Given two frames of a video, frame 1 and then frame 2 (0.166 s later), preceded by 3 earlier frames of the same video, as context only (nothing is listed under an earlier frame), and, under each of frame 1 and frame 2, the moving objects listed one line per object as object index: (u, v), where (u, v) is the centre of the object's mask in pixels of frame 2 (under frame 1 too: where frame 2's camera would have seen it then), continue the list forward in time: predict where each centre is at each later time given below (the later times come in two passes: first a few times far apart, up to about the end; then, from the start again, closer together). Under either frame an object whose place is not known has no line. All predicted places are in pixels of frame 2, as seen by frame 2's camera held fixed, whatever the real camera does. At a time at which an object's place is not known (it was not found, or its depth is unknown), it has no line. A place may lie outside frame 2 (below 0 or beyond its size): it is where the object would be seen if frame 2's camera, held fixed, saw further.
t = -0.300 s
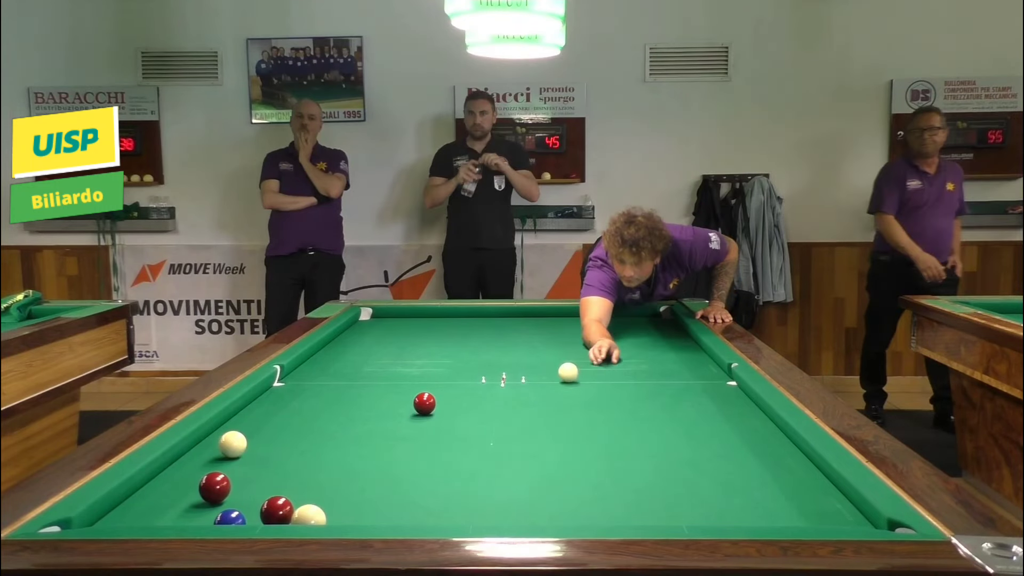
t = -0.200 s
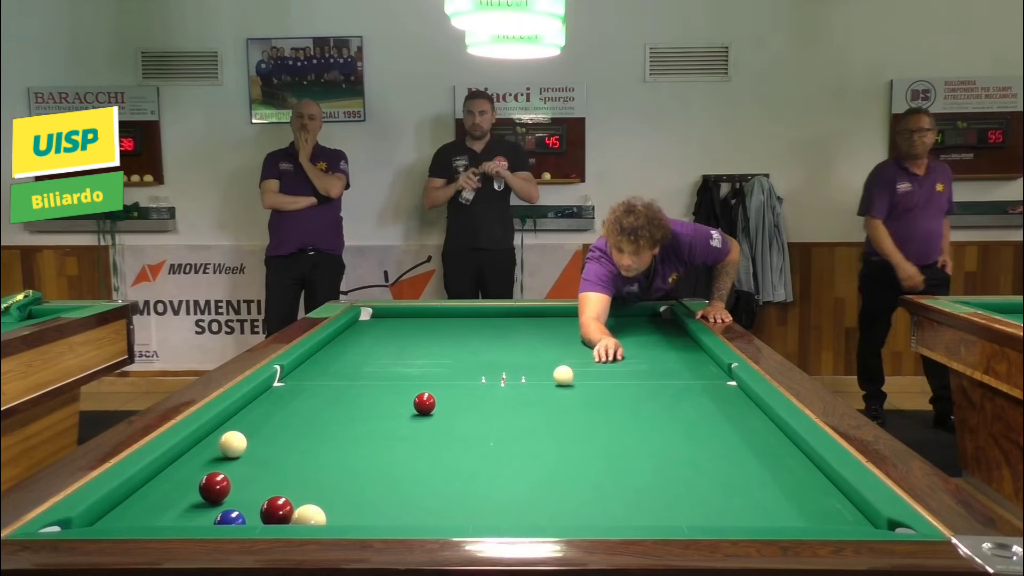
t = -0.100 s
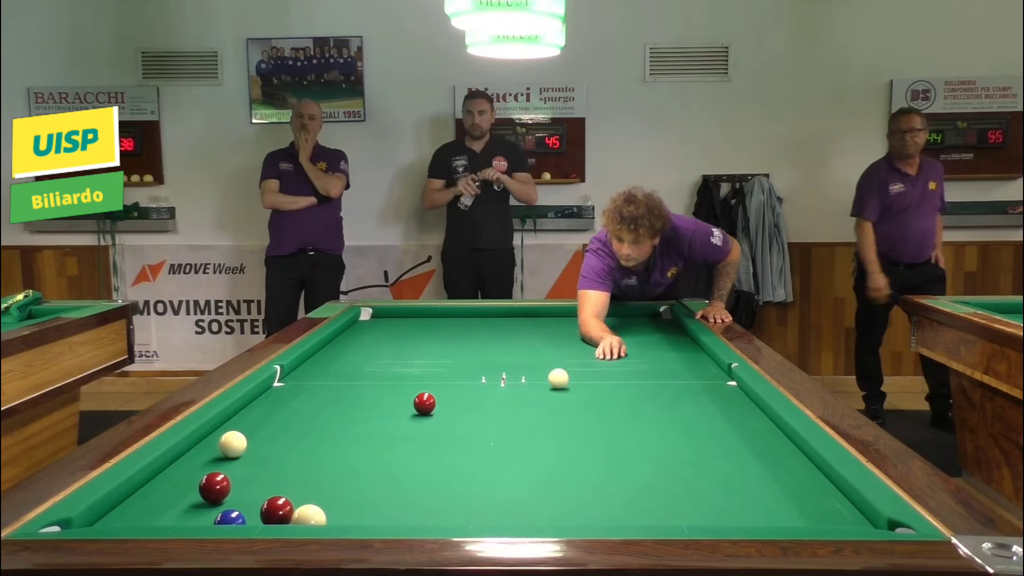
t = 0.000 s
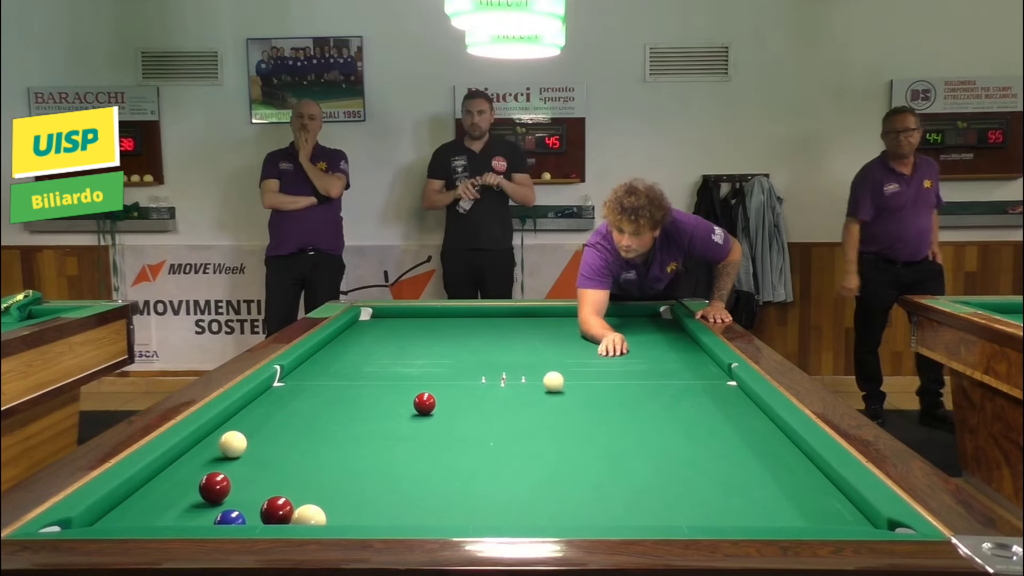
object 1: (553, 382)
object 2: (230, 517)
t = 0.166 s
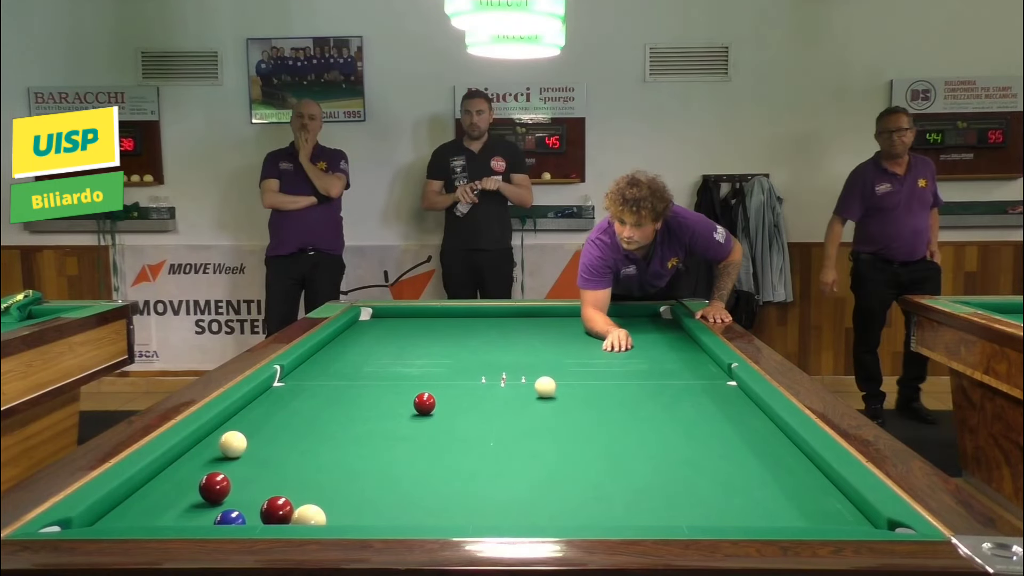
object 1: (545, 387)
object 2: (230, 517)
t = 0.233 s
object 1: (542, 389)
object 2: (230, 517)
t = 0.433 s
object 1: (531, 396)
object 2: (230, 517)
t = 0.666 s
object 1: (519, 404)
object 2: (230, 517)
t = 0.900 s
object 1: (503, 414)
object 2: (230, 517)
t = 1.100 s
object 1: (490, 422)
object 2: (230, 517)
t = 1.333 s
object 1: (476, 431)
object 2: (230, 517)
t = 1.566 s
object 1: (460, 441)
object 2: (230, 517)
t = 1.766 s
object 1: (444, 451)
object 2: (230, 517)
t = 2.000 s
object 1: (426, 462)
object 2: (230, 517)
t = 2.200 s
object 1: (410, 472)
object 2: (230, 517)
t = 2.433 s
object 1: (391, 483)
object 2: (230, 517)
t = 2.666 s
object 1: (370, 496)
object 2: (230, 517)
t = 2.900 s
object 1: (349, 508)
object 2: (230, 517)
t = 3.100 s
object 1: (341, 514)
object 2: (230, 517)
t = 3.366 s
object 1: (342, 518)
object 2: (230, 517)
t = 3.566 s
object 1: (343, 520)
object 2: (230, 517)
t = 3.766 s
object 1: (347, 520)
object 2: (227, 517)
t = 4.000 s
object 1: (352, 519)
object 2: (222, 517)
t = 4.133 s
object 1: (355, 518)
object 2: (219, 516)
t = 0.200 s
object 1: (543, 389)
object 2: (230, 518)
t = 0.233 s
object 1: (542, 389)
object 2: (230, 517)
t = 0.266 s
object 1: (540, 391)
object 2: (230, 517)
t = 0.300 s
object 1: (538, 392)
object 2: (230, 517)
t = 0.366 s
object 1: (534, 394)
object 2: (230, 517)
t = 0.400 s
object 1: (532, 396)
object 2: (230, 517)
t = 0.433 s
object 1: (531, 396)
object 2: (230, 517)
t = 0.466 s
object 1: (529, 398)
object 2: (230, 517)
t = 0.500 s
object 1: (527, 399)
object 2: (230, 517)
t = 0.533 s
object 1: (526, 400)
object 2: (230, 517)
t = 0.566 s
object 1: (523, 401)
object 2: (230, 517)
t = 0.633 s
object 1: (521, 403)
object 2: (230, 517)
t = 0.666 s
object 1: (519, 404)
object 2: (230, 517)
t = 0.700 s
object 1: (515, 406)
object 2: (230, 517)
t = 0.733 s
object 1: (514, 407)
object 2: (230, 517)
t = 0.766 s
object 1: (512, 409)
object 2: (230, 517)
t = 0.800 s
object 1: (509, 410)
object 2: (230, 517)
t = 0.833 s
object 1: (508, 411)
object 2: (230, 517)
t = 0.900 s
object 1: (503, 414)
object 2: (230, 517)
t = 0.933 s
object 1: (502, 415)
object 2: (230, 517)
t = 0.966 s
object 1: (499, 416)
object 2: (230, 517)
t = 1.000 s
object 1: (497, 418)
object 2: (230, 517)
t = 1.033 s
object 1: (495, 419)
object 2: (230, 517)
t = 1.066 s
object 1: (493, 420)
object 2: (230, 517)
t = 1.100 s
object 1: (490, 422)
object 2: (230, 517)
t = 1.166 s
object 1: (486, 425)
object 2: (230, 517)
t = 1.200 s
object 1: (484, 426)
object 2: (230, 517)
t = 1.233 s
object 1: (482, 427)
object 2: (230, 517)
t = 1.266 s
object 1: (480, 429)
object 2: (230, 517)
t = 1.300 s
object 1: (478, 430)
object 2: (230, 517)
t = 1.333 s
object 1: (476, 431)
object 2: (230, 517)
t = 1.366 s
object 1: (473, 433)
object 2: (230, 517)
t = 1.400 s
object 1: (470, 434)
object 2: (230, 517)
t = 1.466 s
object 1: (466, 437)
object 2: (230, 517)
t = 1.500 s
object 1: (463, 439)
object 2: (230, 517)
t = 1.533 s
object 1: (462, 440)
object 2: (230, 517)
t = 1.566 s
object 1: (460, 441)
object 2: (230, 517)
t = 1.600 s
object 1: (456, 443)
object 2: (230, 517)
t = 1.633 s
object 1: (455, 444)
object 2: (230, 517)
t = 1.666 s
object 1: (452, 446)
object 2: (230, 517)
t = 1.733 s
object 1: (447, 449)
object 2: (230, 517)
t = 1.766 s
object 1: (444, 451)
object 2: (230, 517)
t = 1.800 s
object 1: (441, 453)
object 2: (230, 517)
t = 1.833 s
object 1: (440, 454)
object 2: (230, 517)
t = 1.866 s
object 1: (437, 455)
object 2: (230, 517)
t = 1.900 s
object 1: (434, 457)
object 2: (230, 517)
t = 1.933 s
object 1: (432, 458)
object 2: (230, 517)
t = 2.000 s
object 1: (426, 462)
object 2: (230, 517)
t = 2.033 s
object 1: (424, 463)
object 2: (230, 517)
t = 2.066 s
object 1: (421, 465)
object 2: (230, 517)
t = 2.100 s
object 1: (418, 467)
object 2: (230, 517)
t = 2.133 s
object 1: (416, 468)
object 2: (230, 517)
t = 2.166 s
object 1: (413, 470)
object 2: (230, 517)
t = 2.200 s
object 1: (410, 472)
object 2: (230, 517)
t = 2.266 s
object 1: (405, 475)
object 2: (230, 517)
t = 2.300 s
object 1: (401, 477)
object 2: (230, 517)
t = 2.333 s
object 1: (400, 478)
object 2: (230, 517)
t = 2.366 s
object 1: (396, 480)
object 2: (230, 517)
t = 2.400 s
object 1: (393, 482)
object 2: (230, 517)
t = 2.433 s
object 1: (391, 483)
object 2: (230, 517)
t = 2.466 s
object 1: (388, 485)
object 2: (230, 517)
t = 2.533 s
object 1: (382, 489)
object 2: (230, 518)
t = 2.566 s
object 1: (379, 491)
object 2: (230, 518)
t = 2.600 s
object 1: (375, 493)
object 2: (230, 517)
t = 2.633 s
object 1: (374, 494)
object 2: (230, 518)
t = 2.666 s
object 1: (370, 496)
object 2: (230, 517)
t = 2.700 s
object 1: (366, 499)
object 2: (230, 517)
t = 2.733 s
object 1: (364, 500)
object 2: (230, 517)
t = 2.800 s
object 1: (357, 504)
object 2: (230, 517)
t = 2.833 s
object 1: (355, 505)
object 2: (230, 517)
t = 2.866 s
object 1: (351, 507)
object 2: (230, 517)
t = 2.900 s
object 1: (349, 508)
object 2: (230, 517)
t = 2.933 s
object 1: (345, 510)
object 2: (230, 517)
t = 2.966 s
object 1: (342, 511)
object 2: (230, 517)
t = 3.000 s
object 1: (340, 512)
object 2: (230, 517)
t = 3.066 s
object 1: (341, 513)
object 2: (230, 517)
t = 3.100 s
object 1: (341, 514)
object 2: (230, 517)
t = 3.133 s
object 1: (341, 514)
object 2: (230, 517)
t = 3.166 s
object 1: (341, 515)
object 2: (230, 517)
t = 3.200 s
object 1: (342, 515)
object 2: (230, 517)
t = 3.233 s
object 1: (342, 516)
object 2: (230, 517)
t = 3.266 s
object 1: (342, 516)
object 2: (230, 517)
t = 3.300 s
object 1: (342, 517)
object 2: (230, 517)
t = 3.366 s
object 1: (342, 518)
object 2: (230, 517)
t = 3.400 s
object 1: (342, 518)
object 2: (230, 517)
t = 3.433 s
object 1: (342, 518)
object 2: (230, 517)
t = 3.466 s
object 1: (343, 519)
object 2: (230, 517)
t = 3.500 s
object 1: (343, 520)
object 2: (230, 517)
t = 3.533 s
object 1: (343, 520)
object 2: (230, 517)
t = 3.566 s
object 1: (343, 520)
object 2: (230, 517)
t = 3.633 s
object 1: (344, 521)
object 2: (229, 517)
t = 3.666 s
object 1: (345, 521)
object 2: (229, 517)
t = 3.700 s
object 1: (346, 521)
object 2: (228, 517)
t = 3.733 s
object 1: (346, 521)
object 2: (228, 517)
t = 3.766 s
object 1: (347, 520)
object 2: (227, 517)
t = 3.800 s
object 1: (348, 520)
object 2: (226, 517)
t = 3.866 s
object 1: (349, 520)
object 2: (225, 517)
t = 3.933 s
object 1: (351, 519)
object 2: (223, 517)
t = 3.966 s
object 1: (352, 519)
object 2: (223, 517)
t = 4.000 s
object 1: (352, 519)
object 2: (222, 517)
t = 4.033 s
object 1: (353, 519)
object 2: (221, 516)
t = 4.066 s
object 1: (354, 518)
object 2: (220, 516)
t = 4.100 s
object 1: (355, 518)
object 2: (220, 516)
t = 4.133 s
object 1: (355, 518)
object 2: (219, 516)
